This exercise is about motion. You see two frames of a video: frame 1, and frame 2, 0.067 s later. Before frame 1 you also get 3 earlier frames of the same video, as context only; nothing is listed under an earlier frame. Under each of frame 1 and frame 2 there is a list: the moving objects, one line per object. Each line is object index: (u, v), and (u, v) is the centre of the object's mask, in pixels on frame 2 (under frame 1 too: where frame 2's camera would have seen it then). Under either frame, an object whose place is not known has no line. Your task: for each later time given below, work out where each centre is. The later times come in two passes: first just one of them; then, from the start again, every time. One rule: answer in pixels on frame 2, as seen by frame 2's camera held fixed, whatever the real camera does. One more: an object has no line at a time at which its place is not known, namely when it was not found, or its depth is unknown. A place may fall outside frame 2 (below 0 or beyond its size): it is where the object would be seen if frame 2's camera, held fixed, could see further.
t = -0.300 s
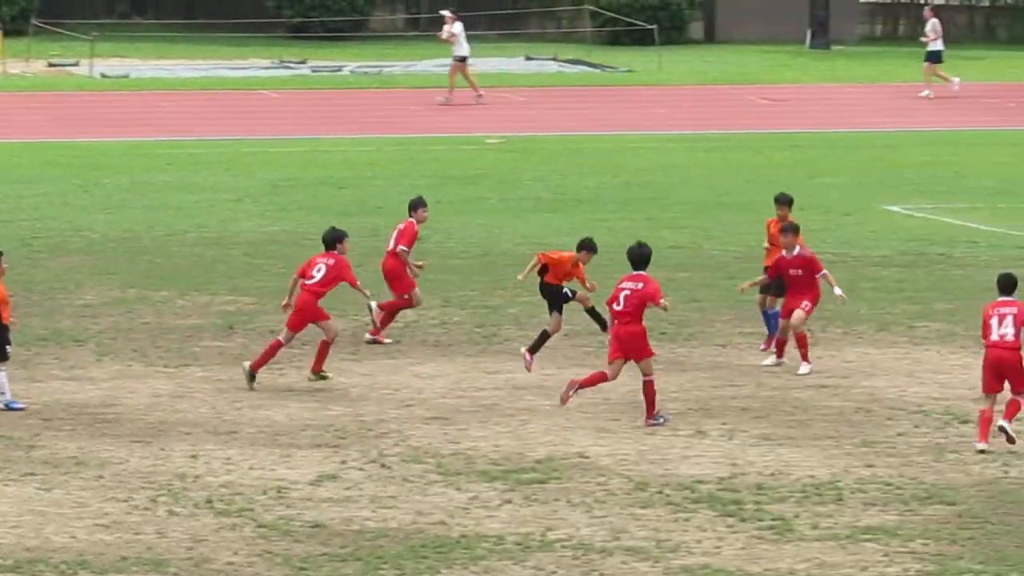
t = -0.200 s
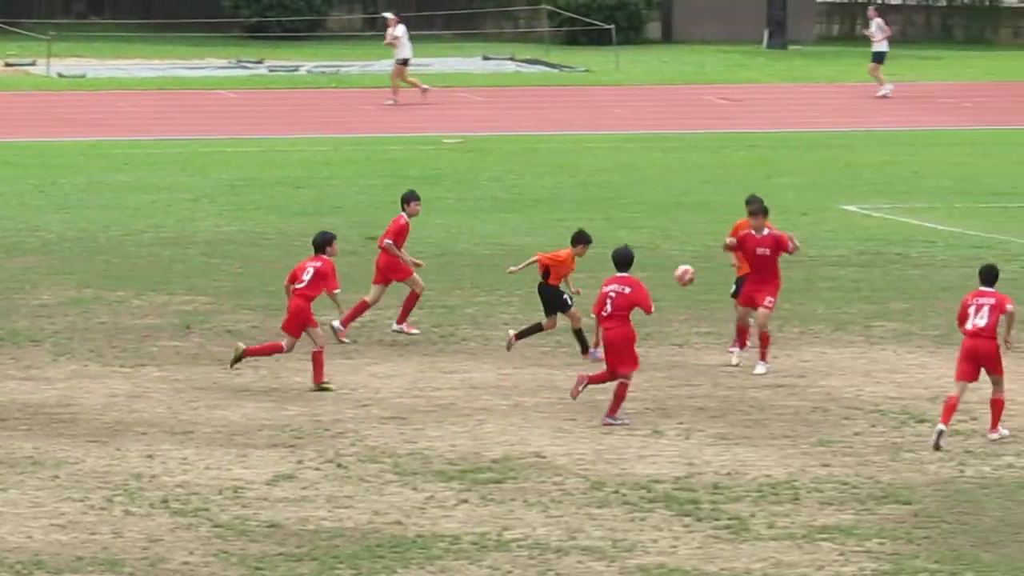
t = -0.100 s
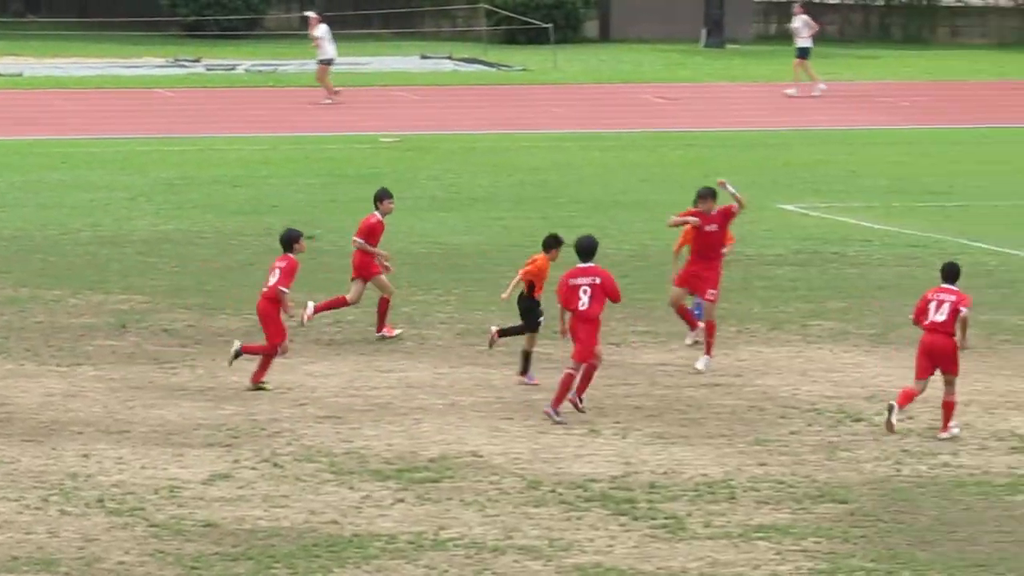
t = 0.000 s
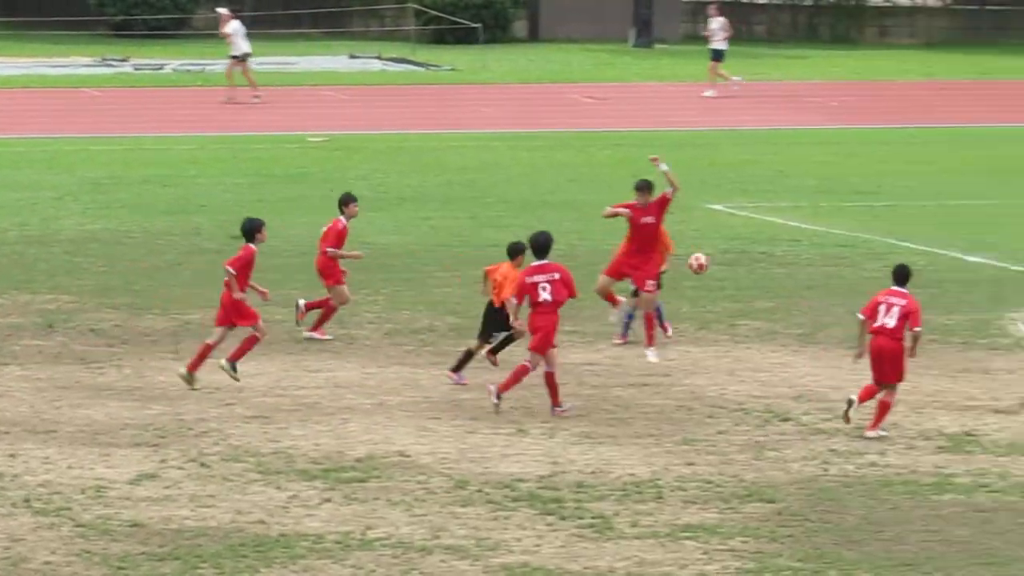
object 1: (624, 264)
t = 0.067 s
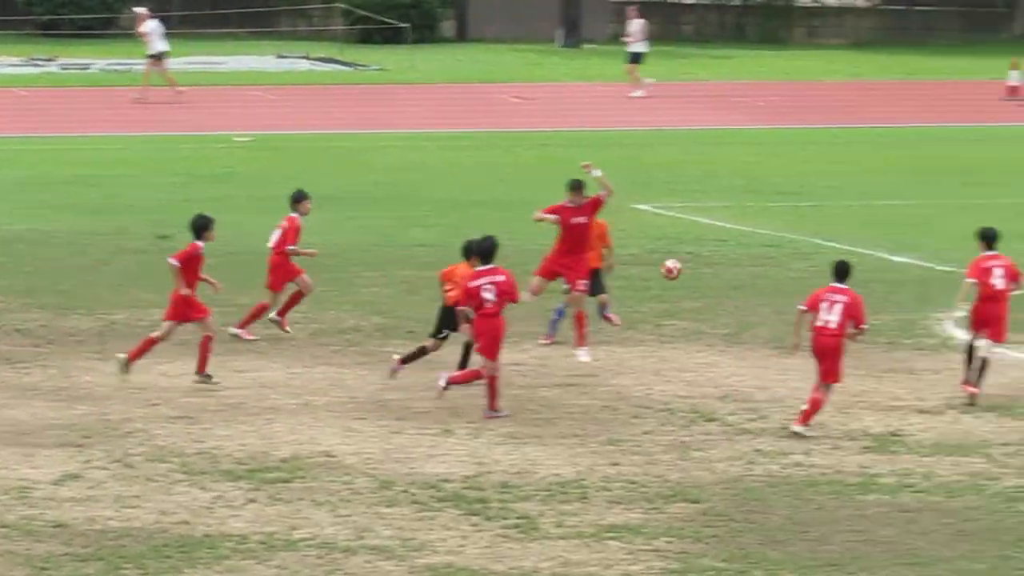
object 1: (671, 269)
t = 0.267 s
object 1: (802, 313)
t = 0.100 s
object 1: (694, 274)
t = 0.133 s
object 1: (716, 280)
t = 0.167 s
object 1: (738, 286)
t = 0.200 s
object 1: (758, 294)
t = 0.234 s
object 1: (781, 304)
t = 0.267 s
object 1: (802, 313)
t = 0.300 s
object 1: (822, 325)
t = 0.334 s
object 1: (838, 318)
